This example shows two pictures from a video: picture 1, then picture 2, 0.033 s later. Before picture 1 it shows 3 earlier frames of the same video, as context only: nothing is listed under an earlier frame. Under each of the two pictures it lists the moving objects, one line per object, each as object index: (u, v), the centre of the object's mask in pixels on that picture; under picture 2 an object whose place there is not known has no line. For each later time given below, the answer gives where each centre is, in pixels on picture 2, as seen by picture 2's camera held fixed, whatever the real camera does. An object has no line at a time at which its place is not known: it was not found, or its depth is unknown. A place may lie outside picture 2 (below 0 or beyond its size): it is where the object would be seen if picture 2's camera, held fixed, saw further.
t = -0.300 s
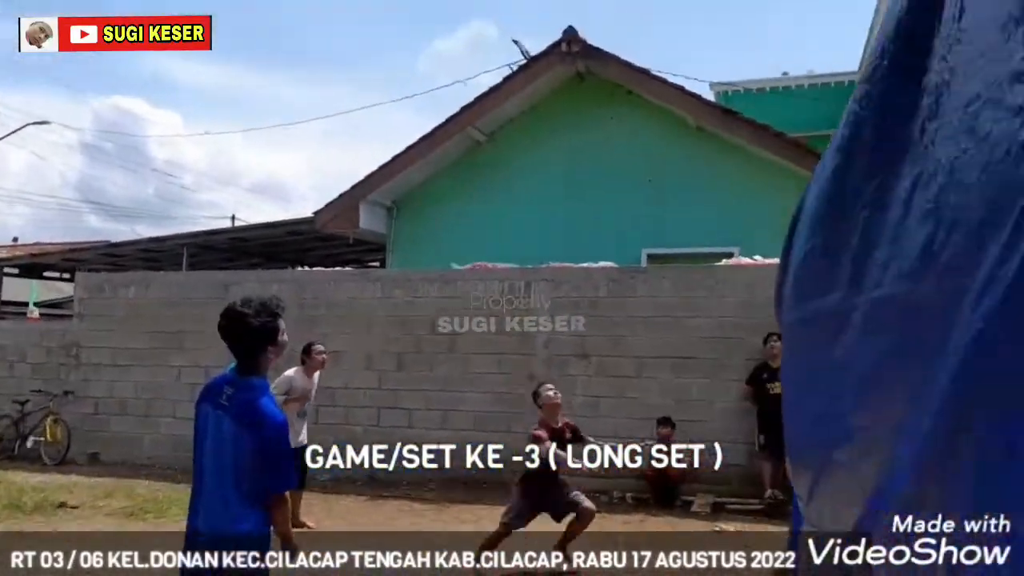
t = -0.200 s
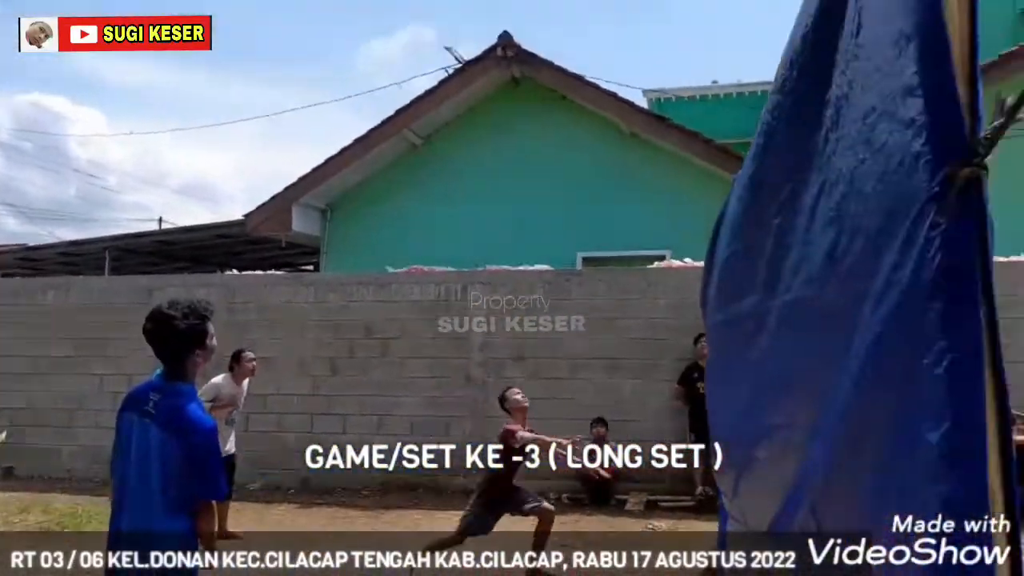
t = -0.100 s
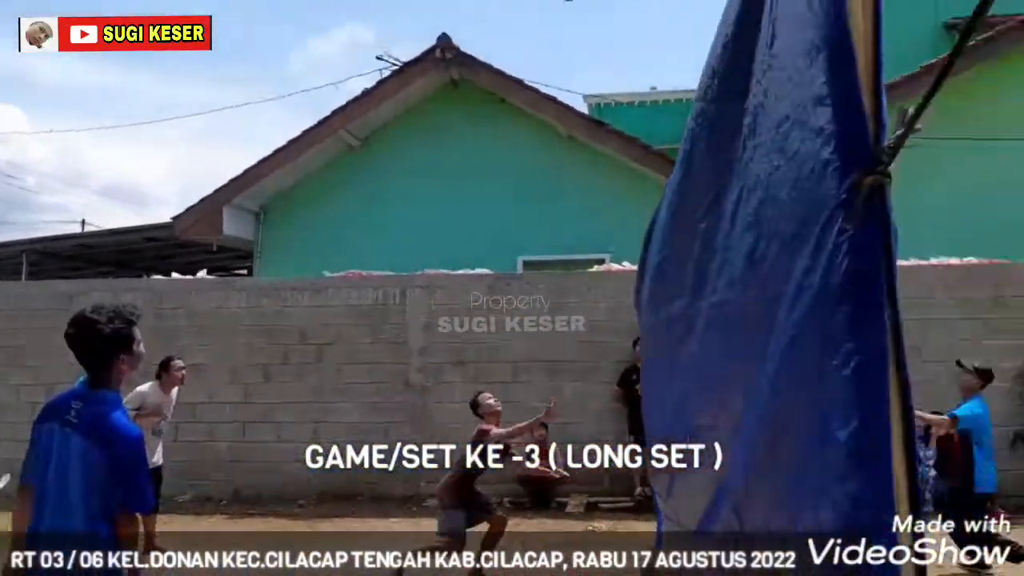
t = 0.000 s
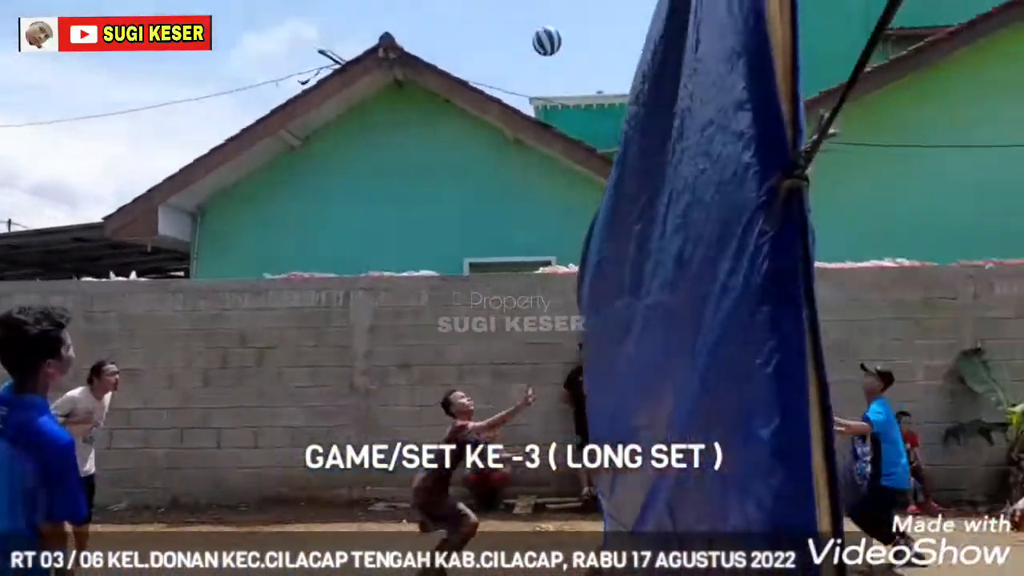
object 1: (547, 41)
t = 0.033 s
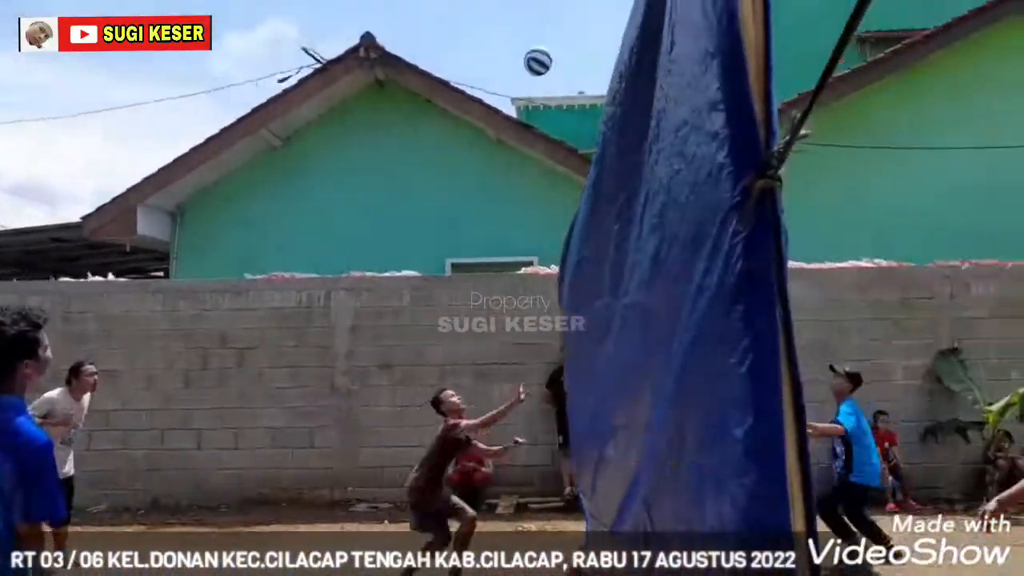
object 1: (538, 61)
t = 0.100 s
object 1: (555, 102)
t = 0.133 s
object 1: (561, 122)
